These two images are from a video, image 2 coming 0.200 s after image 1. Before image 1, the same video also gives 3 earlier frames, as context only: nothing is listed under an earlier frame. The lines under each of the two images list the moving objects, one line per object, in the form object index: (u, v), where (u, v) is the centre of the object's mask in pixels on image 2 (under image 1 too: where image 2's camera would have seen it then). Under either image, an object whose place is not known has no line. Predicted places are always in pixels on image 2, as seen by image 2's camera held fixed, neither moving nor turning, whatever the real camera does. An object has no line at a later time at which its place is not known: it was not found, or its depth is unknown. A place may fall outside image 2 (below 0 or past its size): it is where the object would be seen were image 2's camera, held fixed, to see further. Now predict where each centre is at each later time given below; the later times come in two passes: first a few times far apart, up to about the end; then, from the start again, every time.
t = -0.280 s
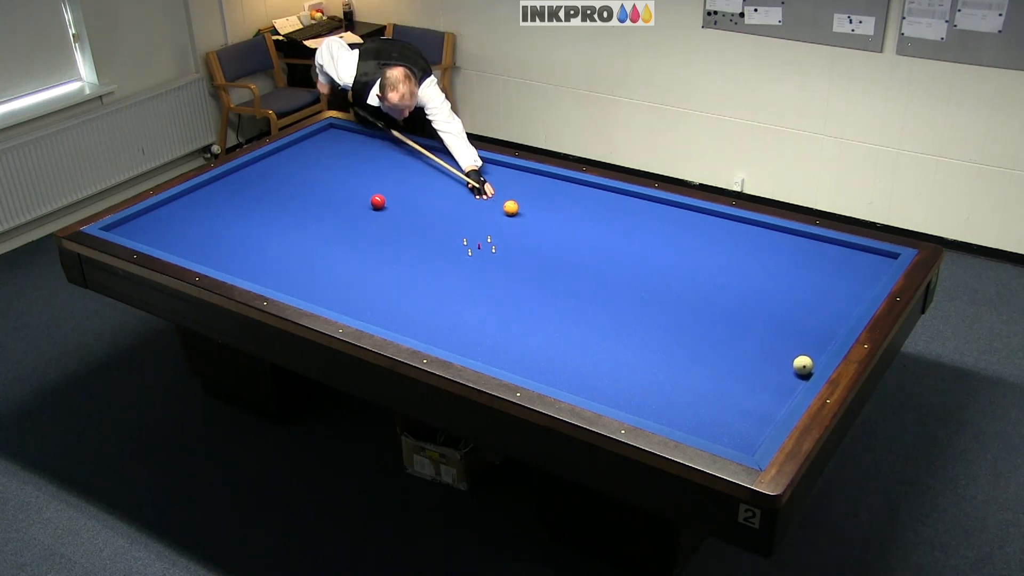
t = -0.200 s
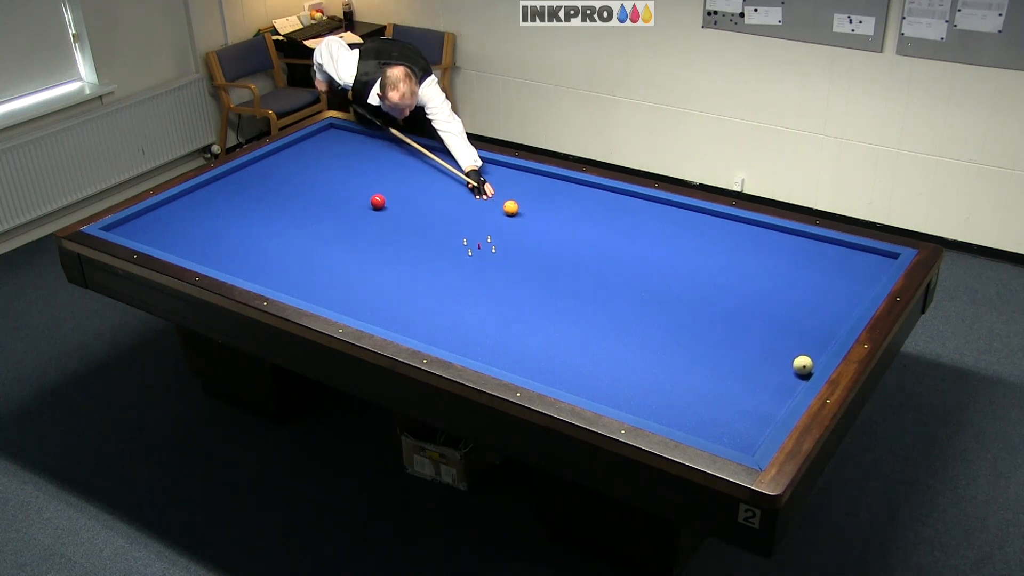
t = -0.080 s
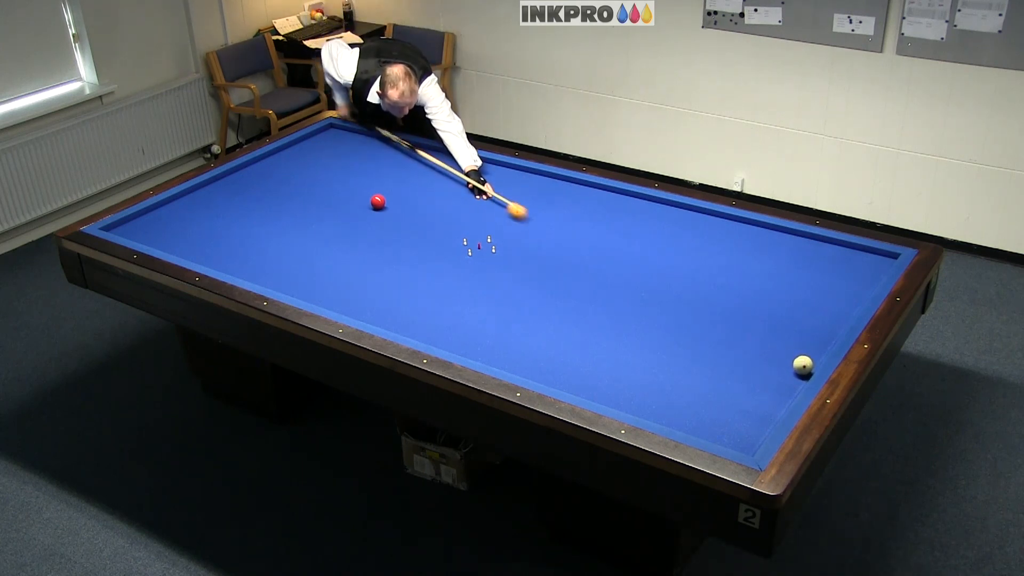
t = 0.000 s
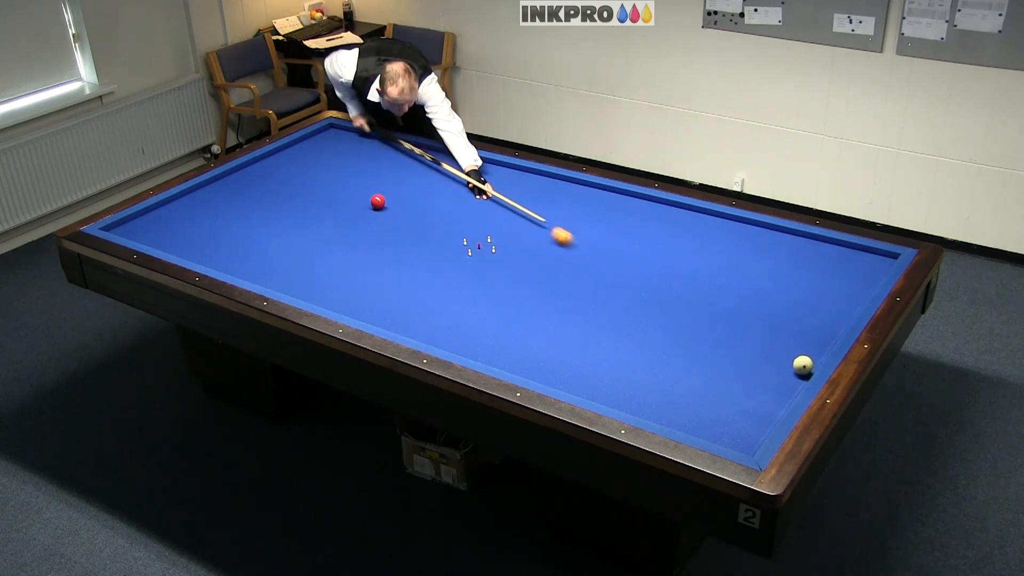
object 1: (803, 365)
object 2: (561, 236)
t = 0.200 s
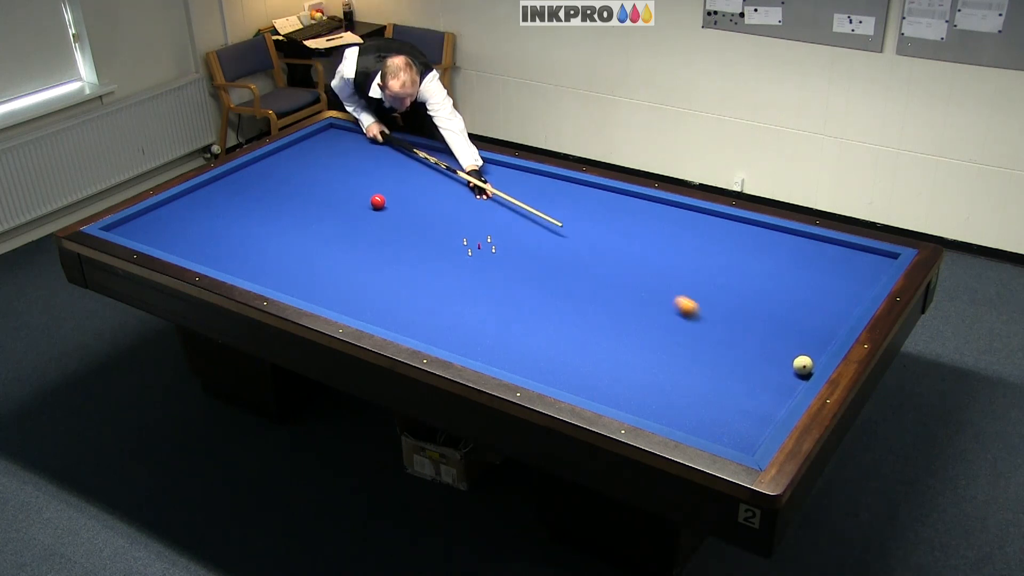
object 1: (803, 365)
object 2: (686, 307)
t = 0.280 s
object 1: (803, 365)
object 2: (740, 337)
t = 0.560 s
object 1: (712, 337)
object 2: (776, 408)
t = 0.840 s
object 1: (607, 305)
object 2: (725, 440)
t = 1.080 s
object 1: (526, 280)
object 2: (758, 428)
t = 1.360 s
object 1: (441, 255)
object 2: (772, 406)
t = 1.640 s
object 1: (365, 231)
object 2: (779, 382)
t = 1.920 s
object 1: (296, 211)
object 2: (786, 361)
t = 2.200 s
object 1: (235, 192)
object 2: (791, 343)
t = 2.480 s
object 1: (224, 189)
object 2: (796, 325)
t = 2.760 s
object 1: (257, 199)
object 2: (801, 309)
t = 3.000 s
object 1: (286, 207)
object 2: (805, 297)
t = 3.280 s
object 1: (320, 217)
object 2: (809, 283)
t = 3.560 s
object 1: (355, 228)
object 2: (812, 270)
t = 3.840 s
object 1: (391, 238)
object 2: (815, 259)
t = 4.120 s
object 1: (429, 249)
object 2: (818, 248)
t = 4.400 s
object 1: (466, 261)
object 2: (817, 240)
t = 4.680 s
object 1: (505, 272)
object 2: (801, 242)
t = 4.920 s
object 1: (539, 282)
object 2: (788, 243)
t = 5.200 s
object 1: (580, 294)
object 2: (774, 244)
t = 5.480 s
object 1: (621, 307)
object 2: (761, 245)
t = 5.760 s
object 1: (663, 319)
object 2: (749, 247)
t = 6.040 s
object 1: (705, 332)
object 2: (737, 248)
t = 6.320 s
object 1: (747, 345)
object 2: (726, 249)
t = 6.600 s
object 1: (791, 359)
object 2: (717, 250)
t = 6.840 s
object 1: (800, 362)
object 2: (709, 251)
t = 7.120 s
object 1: (777, 354)
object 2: (700, 251)
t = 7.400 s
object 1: (755, 348)
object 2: (693, 252)
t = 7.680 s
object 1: (734, 341)
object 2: (686, 252)
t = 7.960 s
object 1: (714, 336)
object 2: (681, 253)
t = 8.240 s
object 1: (696, 331)
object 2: (676, 253)
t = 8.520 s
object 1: (679, 326)
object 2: (672, 254)
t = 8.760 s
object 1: (666, 322)
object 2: (669, 254)
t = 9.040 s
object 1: (651, 318)
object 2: (666, 254)
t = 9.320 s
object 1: (637, 315)
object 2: (665, 254)
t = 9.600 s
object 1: (624, 311)
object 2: (664, 254)
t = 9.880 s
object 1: (612, 308)
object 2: (665, 254)
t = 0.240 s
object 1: (803, 365)
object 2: (712, 322)
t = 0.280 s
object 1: (803, 365)
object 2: (740, 337)
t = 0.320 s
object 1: (803, 365)
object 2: (768, 352)
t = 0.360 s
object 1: (805, 365)
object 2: (783, 365)
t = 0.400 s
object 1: (785, 357)
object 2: (780, 374)
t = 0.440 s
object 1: (765, 353)
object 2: (779, 382)
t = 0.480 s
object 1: (746, 347)
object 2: (779, 391)
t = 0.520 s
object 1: (729, 342)
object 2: (779, 401)
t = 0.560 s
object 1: (712, 337)
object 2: (776, 408)
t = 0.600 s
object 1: (696, 332)
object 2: (766, 413)
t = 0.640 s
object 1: (681, 327)
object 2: (757, 417)
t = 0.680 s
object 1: (666, 323)
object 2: (749, 422)
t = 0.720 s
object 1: (651, 318)
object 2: (741, 427)
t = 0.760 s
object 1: (636, 314)
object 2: (735, 433)
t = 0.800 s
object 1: (621, 309)
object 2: (729, 437)
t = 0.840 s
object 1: (607, 305)
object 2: (725, 440)
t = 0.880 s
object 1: (593, 301)
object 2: (731, 439)
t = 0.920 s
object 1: (579, 296)
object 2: (737, 437)
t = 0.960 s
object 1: (566, 292)
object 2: (743, 435)
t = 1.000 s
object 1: (552, 288)
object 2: (748, 433)
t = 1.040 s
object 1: (539, 284)
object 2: (753, 429)
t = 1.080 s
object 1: (526, 280)
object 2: (758, 428)
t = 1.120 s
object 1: (513, 276)
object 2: (763, 426)
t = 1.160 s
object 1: (501, 273)
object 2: (766, 423)
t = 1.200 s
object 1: (488, 269)
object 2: (767, 419)
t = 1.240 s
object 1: (476, 265)
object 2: (768, 416)
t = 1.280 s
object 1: (464, 261)
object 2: (769, 412)
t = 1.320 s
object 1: (452, 258)
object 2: (771, 409)
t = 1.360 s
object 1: (441, 255)
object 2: (772, 406)
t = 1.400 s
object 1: (429, 251)
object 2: (773, 402)
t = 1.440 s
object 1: (418, 248)
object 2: (774, 399)
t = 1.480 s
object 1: (407, 244)
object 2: (775, 395)
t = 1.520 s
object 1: (396, 241)
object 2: (776, 392)
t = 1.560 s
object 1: (385, 238)
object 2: (777, 389)
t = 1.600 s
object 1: (375, 235)
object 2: (778, 386)
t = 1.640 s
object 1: (365, 231)
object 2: (779, 382)
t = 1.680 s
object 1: (354, 228)
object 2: (780, 379)
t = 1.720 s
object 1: (344, 225)
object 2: (781, 377)
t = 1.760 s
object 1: (334, 222)
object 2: (782, 373)
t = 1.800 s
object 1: (325, 219)
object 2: (783, 370)
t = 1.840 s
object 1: (315, 217)
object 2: (784, 367)
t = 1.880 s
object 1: (306, 214)
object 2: (785, 364)
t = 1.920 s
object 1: (296, 211)
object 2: (786, 361)
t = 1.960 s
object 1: (287, 208)
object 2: (786, 359)
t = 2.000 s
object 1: (278, 206)
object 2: (787, 356)
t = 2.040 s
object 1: (269, 203)
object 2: (788, 353)
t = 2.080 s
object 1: (260, 200)
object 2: (789, 351)
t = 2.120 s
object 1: (252, 197)
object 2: (790, 348)
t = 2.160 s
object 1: (243, 195)
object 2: (791, 345)
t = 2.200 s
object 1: (235, 192)
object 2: (791, 343)
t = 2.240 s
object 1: (227, 190)
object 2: (792, 340)
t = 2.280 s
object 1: (218, 188)
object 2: (793, 338)
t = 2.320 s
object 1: (210, 185)
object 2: (794, 335)
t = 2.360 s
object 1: (207, 184)
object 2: (794, 333)
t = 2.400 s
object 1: (213, 186)
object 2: (795, 330)
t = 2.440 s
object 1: (219, 188)
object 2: (796, 328)
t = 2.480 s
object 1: (224, 189)
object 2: (796, 325)
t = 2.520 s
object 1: (229, 191)
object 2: (797, 323)
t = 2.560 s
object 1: (234, 192)
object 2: (798, 321)
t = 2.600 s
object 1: (239, 194)
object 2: (799, 318)
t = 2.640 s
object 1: (243, 195)
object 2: (799, 316)
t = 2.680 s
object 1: (248, 196)
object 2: (800, 314)
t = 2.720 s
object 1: (252, 198)
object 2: (801, 312)
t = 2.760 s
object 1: (257, 199)
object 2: (801, 309)
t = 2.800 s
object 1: (262, 200)
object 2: (802, 307)
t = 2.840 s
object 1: (267, 202)
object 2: (802, 305)
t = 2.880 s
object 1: (272, 203)
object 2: (803, 303)
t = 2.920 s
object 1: (277, 204)
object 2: (804, 301)
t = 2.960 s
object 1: (281, 206)
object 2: (804, 299)
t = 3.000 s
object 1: (286, 207)
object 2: (805, 297)
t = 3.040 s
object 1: (291, 208)
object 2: (805, 295)
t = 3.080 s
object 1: (296, 210)
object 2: (806, 293)
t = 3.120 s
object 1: (300, 211)
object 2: (806, 291)
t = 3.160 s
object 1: (306, 212)
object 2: (807, 289)
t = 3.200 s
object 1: (310, 214)
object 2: (808, 287)
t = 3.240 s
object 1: (315, 216)
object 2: (808, 285)
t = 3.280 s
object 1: (320, 217)
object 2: (809, 283)
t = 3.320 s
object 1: (325, 219)
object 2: (809, 281)
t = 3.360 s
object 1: (330, 220)
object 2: (809, 279)
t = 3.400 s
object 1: (335, 222)
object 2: (810, 277)
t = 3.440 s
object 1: (340, 223)
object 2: (810, 276)
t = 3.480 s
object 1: (345, 225)
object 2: (811, 274)
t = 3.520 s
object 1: (350, 226)
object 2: (811, 272)
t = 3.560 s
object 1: (355, 228)
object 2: (812, 270)
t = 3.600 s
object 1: (360, 229)
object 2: (812, 269)
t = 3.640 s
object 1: (365, 230)
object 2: (813, 267)
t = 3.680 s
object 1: (370, 232)
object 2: (813, 265)
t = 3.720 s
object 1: (376, 234)
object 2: (814, 264)
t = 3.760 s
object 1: (381, 235)
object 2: (814, 262)
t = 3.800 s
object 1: (386, 237)
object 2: (814, 260)
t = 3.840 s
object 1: (391, 238)
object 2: (815, 259)
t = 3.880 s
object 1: (397, 240)
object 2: (815, 257)
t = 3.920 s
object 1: (402, 241)
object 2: (816, 256)
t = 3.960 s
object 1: (407, 243)
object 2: (816, 254)
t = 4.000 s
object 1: (412, 245)
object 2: (816, 252)
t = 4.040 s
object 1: (418, 246)
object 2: (817, 251)
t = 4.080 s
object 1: (423, 248)
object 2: (817, 250)
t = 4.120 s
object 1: (429, 249)
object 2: (818, 248)
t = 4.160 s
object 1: (434, 251)
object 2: (818, 247)
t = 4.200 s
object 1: (439, 253)
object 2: (818, 245)
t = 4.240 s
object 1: (445, 254)
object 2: (819, 244)
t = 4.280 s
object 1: (450, 256)
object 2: (819, 242)
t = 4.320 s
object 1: (455, 257)
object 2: (819, 241)
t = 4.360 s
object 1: (461, 259)
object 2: (819, 240)
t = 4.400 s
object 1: (466, 261)
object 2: (817, 240)
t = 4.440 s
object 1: (472, 262)
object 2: (814, 240)
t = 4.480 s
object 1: (477, 264)
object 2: (812, 240)
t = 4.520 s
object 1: (483, 265)
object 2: (810, 241)
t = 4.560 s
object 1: (489, 267)
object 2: (808, 241)
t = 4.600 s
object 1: (494, 269)
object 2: (806, 241)
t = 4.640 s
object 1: (500, 271)
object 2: (803, 241)
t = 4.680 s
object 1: (505, 272)
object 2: (801, 242)
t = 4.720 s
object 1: (511, 274)
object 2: (799, 242)
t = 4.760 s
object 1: (517, 275)
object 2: (797, 242)
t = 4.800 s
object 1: (522, 277)
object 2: (794, 242)
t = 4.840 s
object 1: (528, 279)
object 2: (792, 242)
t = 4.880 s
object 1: (534, 280)
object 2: (790, 243)
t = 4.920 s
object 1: (539, 282)
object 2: (788, 243)
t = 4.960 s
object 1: (545, 284)
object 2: (786, 243)
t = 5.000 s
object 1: (551, 285)
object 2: (784, 243)
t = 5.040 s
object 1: (557, 287)
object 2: (782, 243)
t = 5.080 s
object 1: (562, 289)
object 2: (780, 244)
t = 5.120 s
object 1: (568, 291)
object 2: (779, 244)
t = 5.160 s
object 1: (574, 293)
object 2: (776, 244)
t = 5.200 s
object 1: (580, 294)
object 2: (774, 244)
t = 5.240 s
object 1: (586, 296)
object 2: (772, 244)
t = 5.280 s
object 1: (592, 298)
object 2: (771, 244)
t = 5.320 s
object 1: (598, 300)
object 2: (769, 245)
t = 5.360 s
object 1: (604, 302)
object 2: (767, 245)
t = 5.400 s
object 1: (609, 303)
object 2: (765, 245)
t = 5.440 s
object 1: (615, 305)
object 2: (763, 245)
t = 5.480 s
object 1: (621, 307)
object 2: (761, 245)
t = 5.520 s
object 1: (627, 309)
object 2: (759, 246)
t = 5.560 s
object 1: (633, 310)
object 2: (758, 246)
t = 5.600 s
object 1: (639, 312)
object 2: (756, 246)
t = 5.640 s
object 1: (645, 314)
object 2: (754, 246)
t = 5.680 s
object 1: (651, 316)
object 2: (752, 246)
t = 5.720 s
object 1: (657, 318)
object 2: (750, 247)
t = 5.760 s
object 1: (663, 319)
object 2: (749, 247)
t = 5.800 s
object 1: (669, 321)
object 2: (747, 247)
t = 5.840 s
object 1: (675, 323)
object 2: (745, 247)
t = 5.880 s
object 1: (681, 325)
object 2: (744, 247)
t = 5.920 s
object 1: (687, 326)
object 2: (742, 247)
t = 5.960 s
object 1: (693, 328)
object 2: (741, 248)
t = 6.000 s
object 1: (699, 331)
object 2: (739, 248)
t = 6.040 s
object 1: (705, 332)
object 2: (737, 248)
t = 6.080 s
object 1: (711, 334)
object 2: (735, 248)
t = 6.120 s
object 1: (717, 336)
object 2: (734, 248)
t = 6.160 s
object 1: (723, 338)
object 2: (732, 248)
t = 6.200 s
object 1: (729, 340)
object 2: (731, 248)
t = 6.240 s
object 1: (735, 341)
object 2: (729, 249)
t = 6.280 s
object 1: (741, 343)
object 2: (728, 249)
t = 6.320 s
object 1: (747, 345)
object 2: (726, 249)
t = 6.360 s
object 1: (754, 347)
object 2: (725, 249)
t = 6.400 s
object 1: (760, 349)
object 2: (723, 249)
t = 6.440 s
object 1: (766, 351)
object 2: (722, 249)
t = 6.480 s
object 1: (772, 353)
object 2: (721, 249)
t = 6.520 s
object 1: (778, 355)
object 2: (719, 250)
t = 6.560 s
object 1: (784, 357)
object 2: (718, 250)
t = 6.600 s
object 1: (791, 359)
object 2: (717, 250)
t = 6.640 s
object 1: (797, 360)
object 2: (715, 250)
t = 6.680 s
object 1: (803, 362)
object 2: (714, 250)
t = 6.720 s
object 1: (809, 364)
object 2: (713, 250)
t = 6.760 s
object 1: (807, 364)
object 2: (711, 250)
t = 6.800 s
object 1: (804, 363)
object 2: (710, 250)
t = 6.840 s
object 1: (800, 362)
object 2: (709, 251)
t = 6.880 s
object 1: (797, 360)
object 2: (708, 251)
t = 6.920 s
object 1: (793, 359)
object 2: (706, 251)
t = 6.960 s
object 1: (790, 358)
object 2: (705, 251)
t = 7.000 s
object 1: (787, 357)
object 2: (704, 251)
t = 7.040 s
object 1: (783, 356)
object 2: (703, 251)
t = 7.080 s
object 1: (780, 355)
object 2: (701, 251)
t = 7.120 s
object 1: (777, 354)
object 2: (700, 251)
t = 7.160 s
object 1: (773, 354)
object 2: (699, 251)
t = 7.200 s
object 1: (770, 352)
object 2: (698, 251)
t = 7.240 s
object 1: (767, 351)
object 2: (697, 251)
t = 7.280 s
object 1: (764, 350)
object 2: (696, 252)
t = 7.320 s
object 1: (761, 349)
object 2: (695, 252)
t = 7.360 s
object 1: (758, 349)
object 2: (694, 252)
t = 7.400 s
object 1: (755, 348)
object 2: (693, 252)
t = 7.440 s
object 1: (752, 347)
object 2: (692, 252)
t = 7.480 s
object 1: (748, 346)
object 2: (691, 252)
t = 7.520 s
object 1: (746, 345)
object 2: (690, 252)
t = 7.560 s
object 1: (743, 344)
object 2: (689, 252)
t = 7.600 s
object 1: (740, 343)
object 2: (688, 252)
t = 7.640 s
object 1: (737, 342)
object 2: (687, 252)
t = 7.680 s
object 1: (734, 341)
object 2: (686, 252)
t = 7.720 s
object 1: (731, 341)
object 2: (685, 252)
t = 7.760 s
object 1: (728, 340)
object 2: (685, 252)
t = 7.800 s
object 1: (725, 339)
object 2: (684, 252)
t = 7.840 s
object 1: (722, 338)
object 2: (683, 253)
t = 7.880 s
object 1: (720, 338)
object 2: (682, 253)
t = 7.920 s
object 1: (717, 337)
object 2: (681, 253)
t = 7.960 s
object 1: (714, 336)
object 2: (681, 253)
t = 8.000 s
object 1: (712, 335)
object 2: (680, 253)
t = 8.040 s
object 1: (709, 334)
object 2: (679, 253)
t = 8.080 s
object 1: (706, 334)
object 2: (678, 253)
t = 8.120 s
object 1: (704, 333)
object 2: (678, 253)
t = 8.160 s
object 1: (701, 332)
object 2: (677, 253)
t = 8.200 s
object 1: (699, 331)
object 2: (677, 253)
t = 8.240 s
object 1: (696, 331)
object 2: (676, 253)
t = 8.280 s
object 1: (693, 330)
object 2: (675, 253)
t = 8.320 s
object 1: (691, 330)
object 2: (674, 253)
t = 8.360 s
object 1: (688, 329)
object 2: (674, 253)
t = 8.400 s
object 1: (686, 328)
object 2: (673, 254)
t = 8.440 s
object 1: (684, 327)
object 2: (672, 253)
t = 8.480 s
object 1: (681, 327)
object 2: (672, 254)
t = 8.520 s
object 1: (679, 326)
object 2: (672, 254)
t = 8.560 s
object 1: (677, 325)
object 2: (671, 254)
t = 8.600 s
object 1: (674, 325)
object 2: (671, 254)
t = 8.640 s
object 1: (672, 324)
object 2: (670, 254)
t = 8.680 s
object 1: (670, 323)
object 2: (670, 254)
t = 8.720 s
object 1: (668, 322)
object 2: (669, 254)
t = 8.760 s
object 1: (666, 322)
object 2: (669, 254)
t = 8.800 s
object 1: (663, 321)
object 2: (668, 254)
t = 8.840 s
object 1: (661, 321)
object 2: (668, 254)
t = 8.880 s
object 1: (659, 320)
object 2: (668, 254)
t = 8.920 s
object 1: (657, 320)
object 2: (667, 254)
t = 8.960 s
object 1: (655, 319)
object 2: (667, 254)
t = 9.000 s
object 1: (653, 319)
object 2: (666, 254)
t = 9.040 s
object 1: (651, 318)
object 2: (666, 254)
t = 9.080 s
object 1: (648, 318)
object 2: (666, 254)
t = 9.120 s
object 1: (646, 317)
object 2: (666, 254)
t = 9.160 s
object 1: (644, 316)
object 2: (666, 254)
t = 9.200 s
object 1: (643, 316)
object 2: (665, 254)
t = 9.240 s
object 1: (640, 316)
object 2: (665, 254)
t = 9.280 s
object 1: (639, 315)
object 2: (665, 254)
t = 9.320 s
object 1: (637, 315)
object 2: (665, 254)
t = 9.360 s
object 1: (635, 314)
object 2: (665, 254)
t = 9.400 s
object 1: (633, 314)
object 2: (664, 254)
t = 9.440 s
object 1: (631, 313)
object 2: (665, 254)
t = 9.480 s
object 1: (629, 312)
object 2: (665, 254)
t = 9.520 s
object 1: (627, 312)
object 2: (664, 254)
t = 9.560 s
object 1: (625, 312)
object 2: (665, 254)
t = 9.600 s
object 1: (624, 311)
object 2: (664, 254)
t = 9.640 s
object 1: (622, 311)
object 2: (664, 254)
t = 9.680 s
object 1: (620, 310)
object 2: (664, 254)
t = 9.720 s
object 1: (619, 310)
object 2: (664, 254)
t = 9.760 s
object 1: (617, 309)
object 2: (664, 254)
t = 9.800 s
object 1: (615, 309)
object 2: (664, 254)
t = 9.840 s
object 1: (614, 309)
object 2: (665, 254)
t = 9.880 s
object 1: (612, 308)
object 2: (665, 254)
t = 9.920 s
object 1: (611, 308)
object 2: (665, 254)
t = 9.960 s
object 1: (609, 307)
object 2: (665, 254)
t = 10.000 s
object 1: (607, 307)
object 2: (665, 254)
